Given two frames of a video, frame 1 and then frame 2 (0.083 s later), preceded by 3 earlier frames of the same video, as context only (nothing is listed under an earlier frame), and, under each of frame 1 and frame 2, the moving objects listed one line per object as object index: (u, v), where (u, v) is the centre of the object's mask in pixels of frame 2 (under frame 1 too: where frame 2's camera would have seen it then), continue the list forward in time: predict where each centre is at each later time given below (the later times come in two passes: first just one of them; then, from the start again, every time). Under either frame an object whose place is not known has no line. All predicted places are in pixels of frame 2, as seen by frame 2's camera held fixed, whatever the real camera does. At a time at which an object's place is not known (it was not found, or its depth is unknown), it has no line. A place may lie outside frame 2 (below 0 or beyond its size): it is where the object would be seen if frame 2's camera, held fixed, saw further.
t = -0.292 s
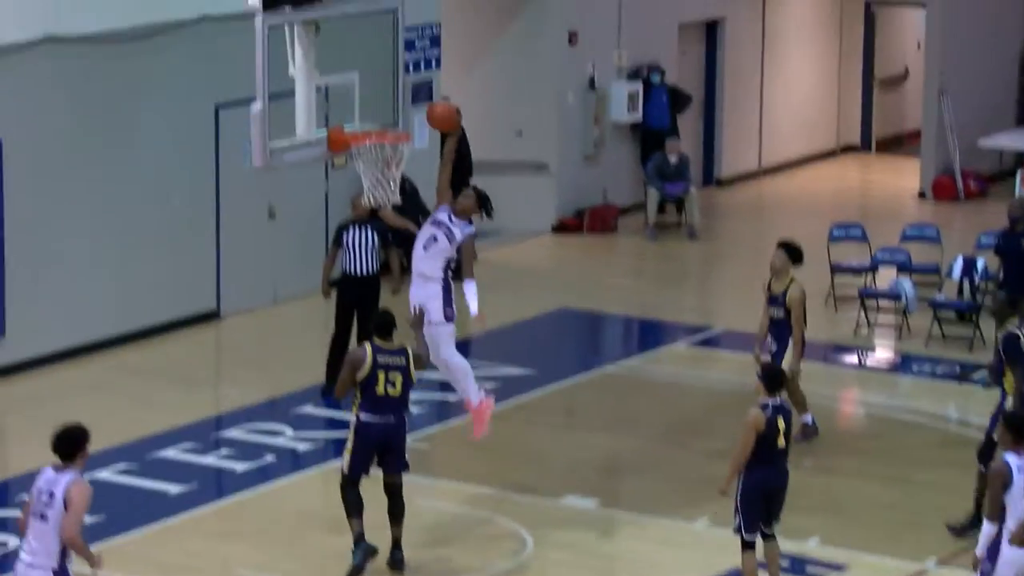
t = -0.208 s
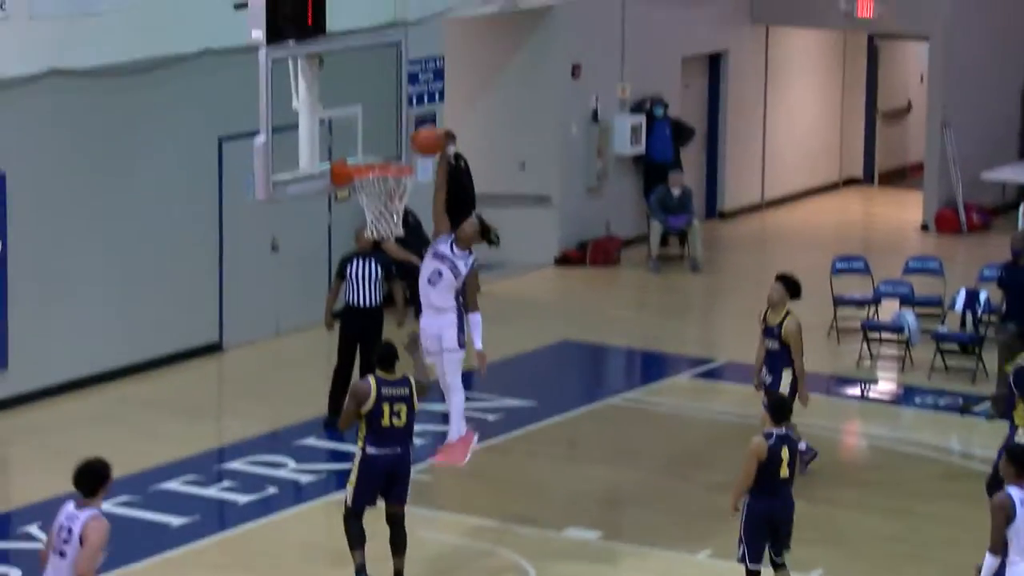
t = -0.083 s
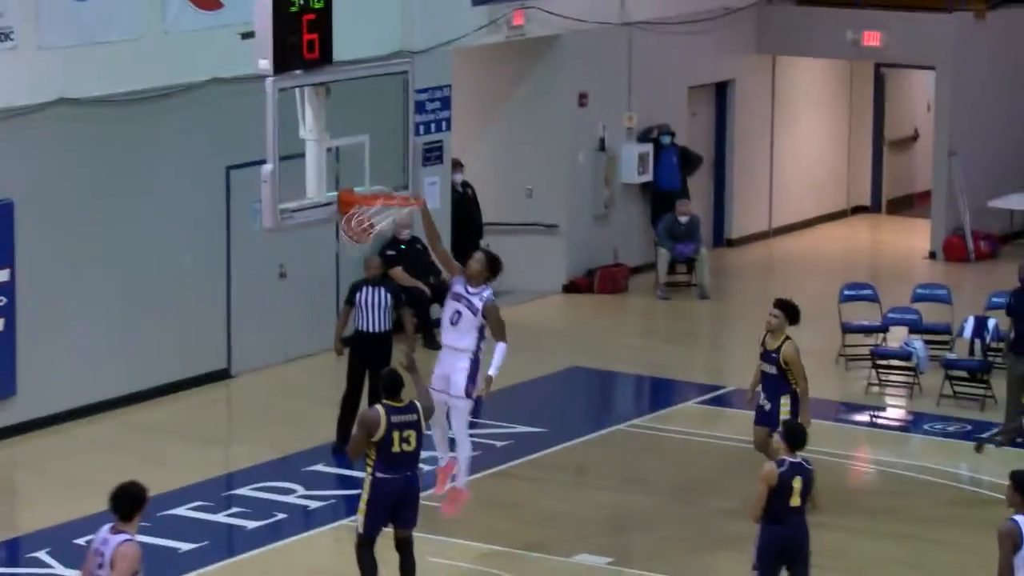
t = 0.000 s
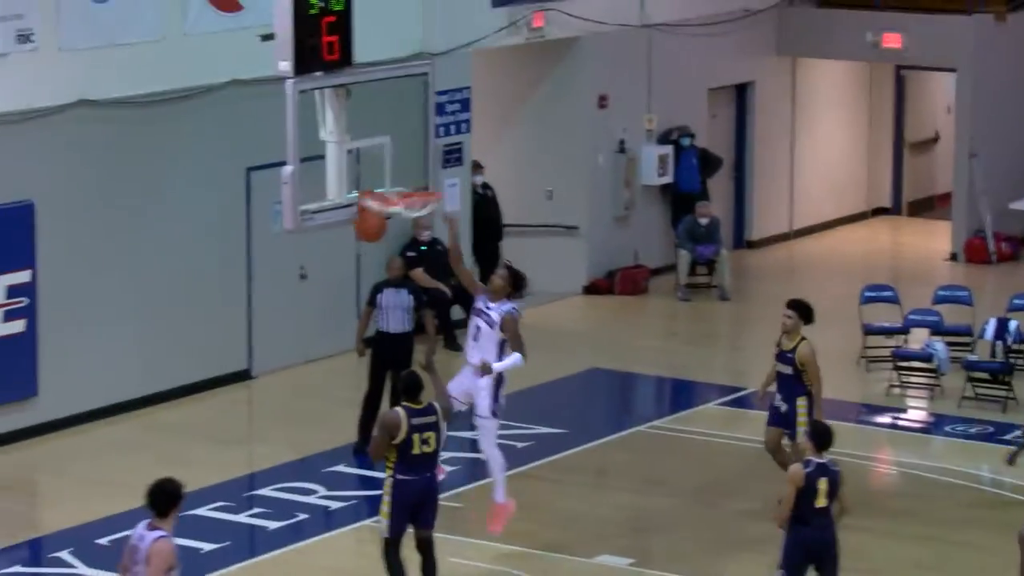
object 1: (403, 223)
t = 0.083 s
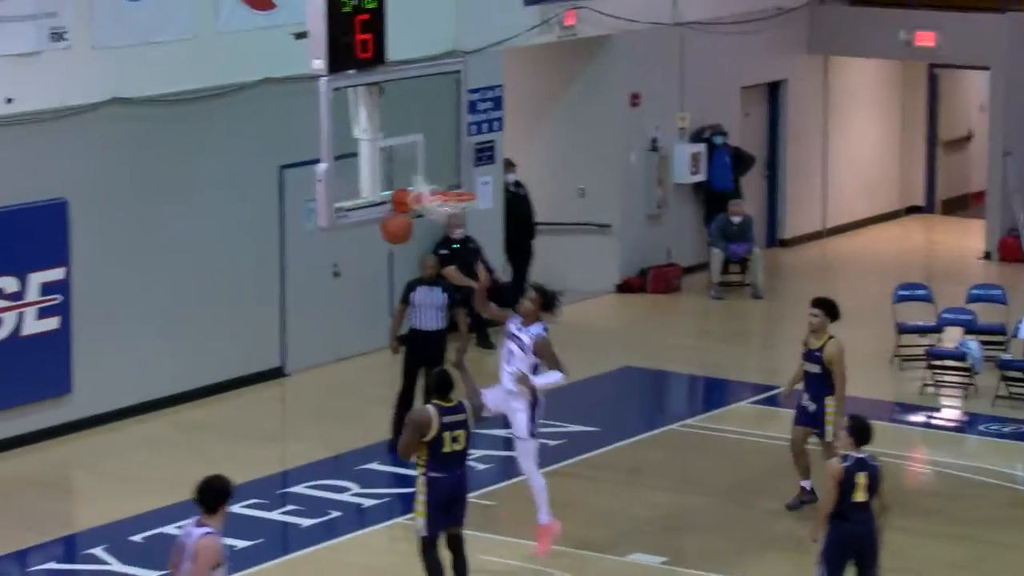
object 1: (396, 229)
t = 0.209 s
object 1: (387, 251)
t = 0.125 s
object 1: (394, 233)
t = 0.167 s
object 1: (389, 241)
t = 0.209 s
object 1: (387, 251)
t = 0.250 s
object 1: (384, 266)
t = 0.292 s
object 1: (381, 277)
